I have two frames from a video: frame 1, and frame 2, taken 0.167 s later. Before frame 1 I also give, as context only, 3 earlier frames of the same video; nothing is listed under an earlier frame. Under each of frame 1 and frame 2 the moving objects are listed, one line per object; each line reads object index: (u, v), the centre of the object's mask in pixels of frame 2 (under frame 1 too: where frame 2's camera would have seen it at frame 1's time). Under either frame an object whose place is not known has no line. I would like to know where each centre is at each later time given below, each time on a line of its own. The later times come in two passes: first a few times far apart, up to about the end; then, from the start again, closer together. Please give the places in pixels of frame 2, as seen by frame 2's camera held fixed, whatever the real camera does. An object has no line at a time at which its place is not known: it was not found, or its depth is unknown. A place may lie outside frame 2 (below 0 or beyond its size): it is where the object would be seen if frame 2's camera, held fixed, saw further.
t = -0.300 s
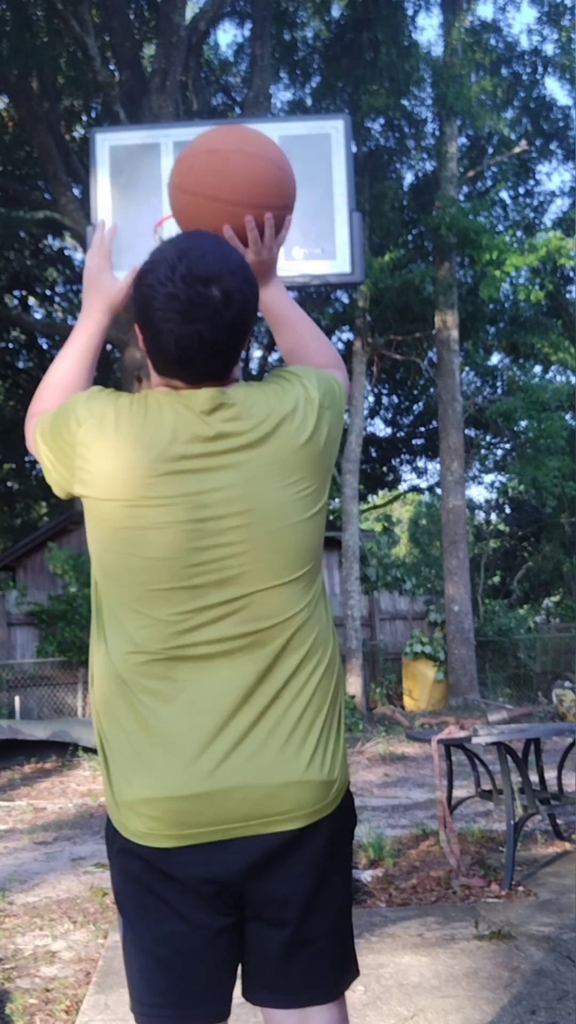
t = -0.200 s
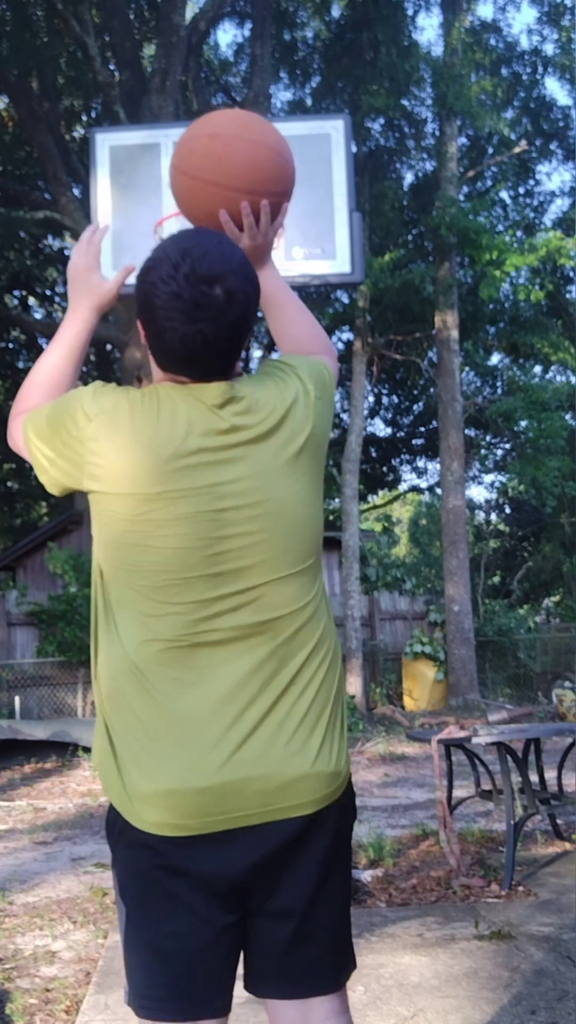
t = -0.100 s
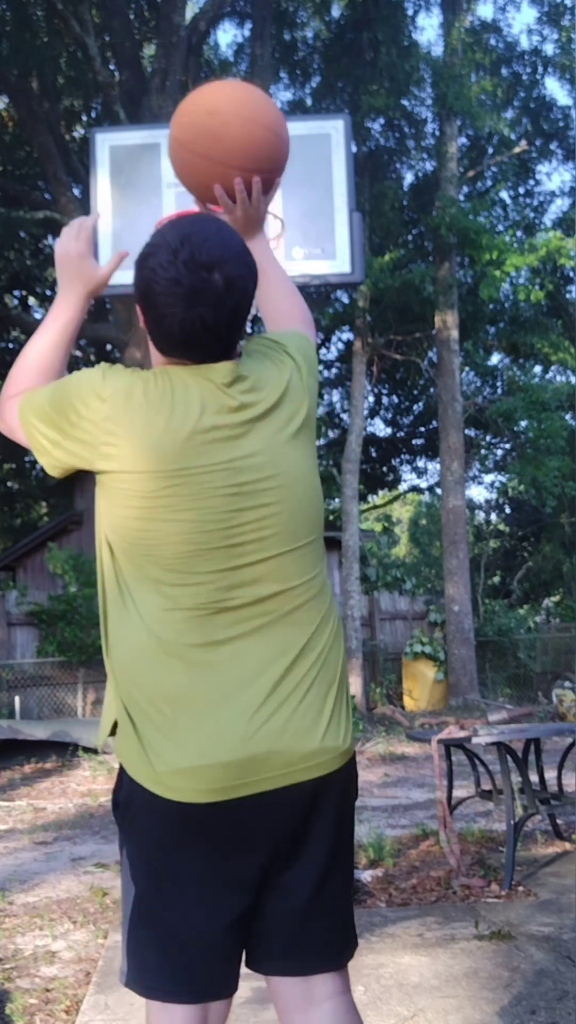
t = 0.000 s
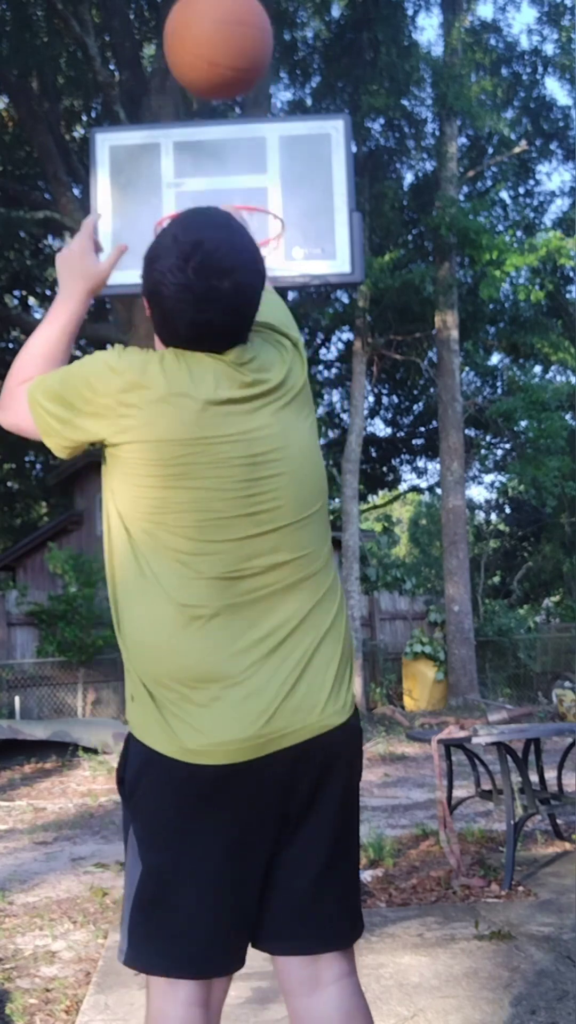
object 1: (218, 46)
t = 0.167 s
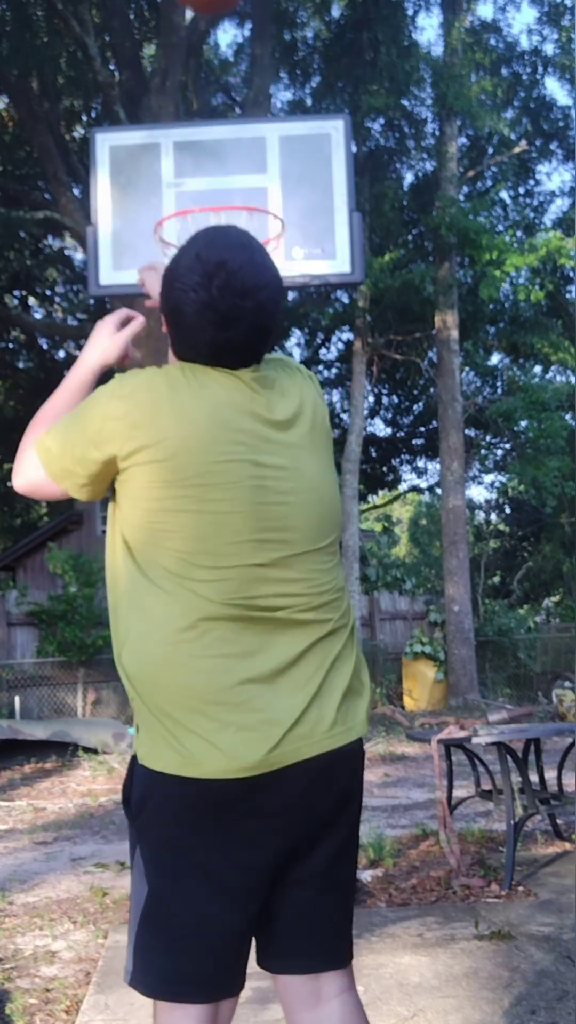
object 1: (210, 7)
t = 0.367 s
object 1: (205, 20)
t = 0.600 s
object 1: (205, 160)
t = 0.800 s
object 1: (246, 240)
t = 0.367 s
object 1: (205, 20)
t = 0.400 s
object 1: (204, 28)
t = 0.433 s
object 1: (204, 43)
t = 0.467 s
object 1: (204, 62)
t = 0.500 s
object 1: (204, 84)
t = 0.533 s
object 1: (204, 107)
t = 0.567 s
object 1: (204, 132)
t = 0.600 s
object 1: (205, 160)
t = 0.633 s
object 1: (205, 187)
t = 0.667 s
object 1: (206, 220)
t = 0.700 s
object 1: (208, 235)
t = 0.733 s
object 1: (221, 236)
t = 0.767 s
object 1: (235, 239)
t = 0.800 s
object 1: (246, 240)
